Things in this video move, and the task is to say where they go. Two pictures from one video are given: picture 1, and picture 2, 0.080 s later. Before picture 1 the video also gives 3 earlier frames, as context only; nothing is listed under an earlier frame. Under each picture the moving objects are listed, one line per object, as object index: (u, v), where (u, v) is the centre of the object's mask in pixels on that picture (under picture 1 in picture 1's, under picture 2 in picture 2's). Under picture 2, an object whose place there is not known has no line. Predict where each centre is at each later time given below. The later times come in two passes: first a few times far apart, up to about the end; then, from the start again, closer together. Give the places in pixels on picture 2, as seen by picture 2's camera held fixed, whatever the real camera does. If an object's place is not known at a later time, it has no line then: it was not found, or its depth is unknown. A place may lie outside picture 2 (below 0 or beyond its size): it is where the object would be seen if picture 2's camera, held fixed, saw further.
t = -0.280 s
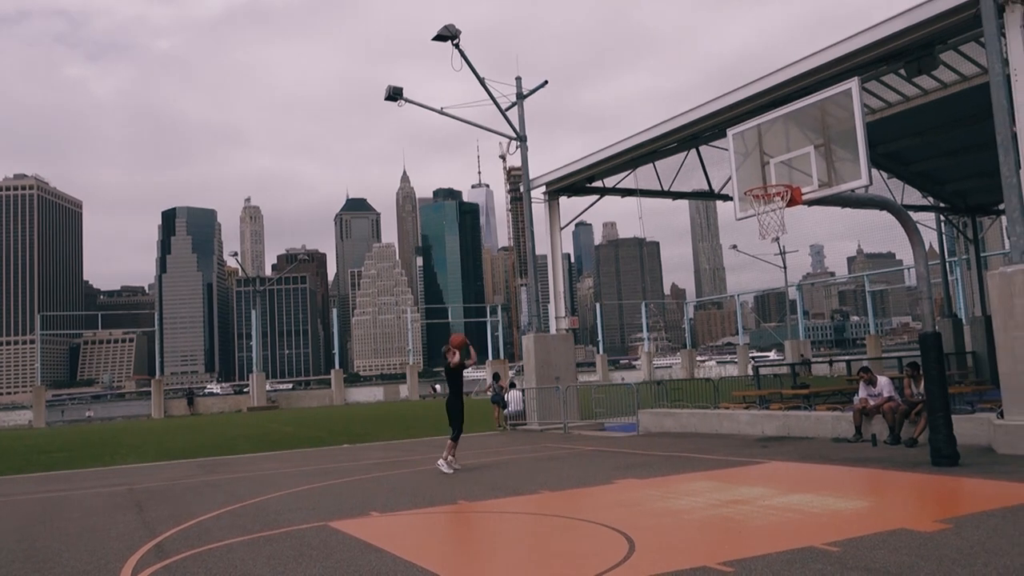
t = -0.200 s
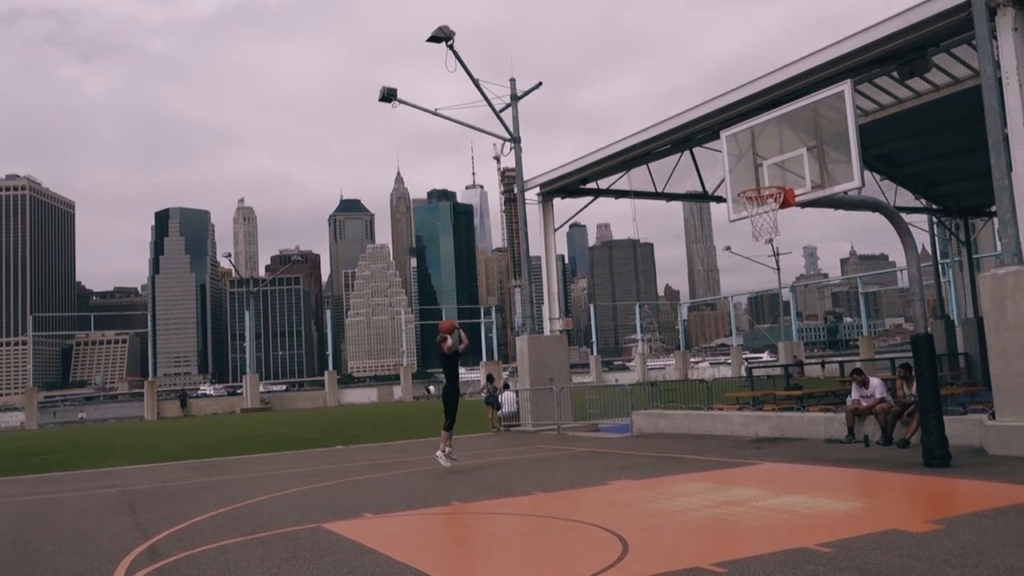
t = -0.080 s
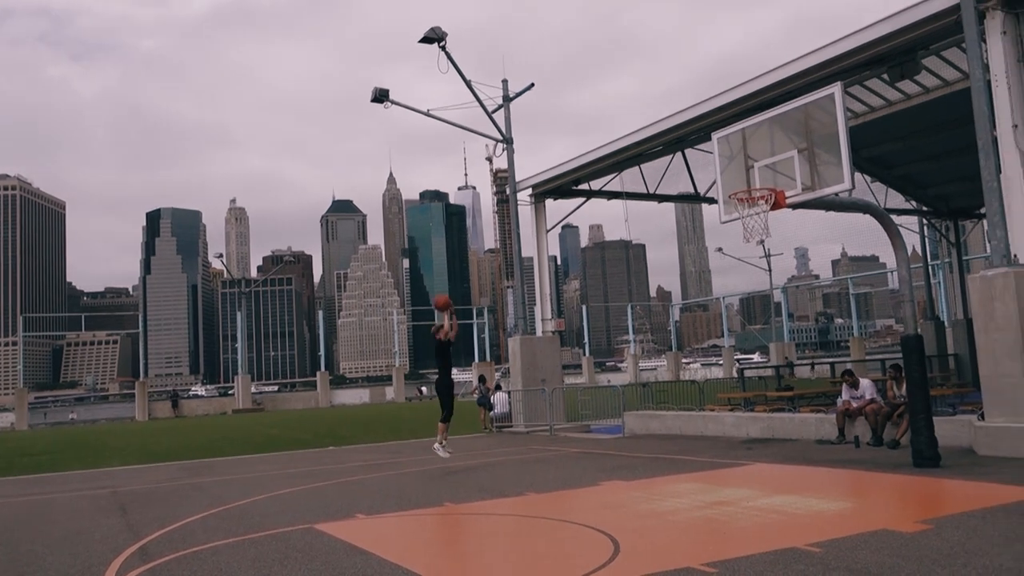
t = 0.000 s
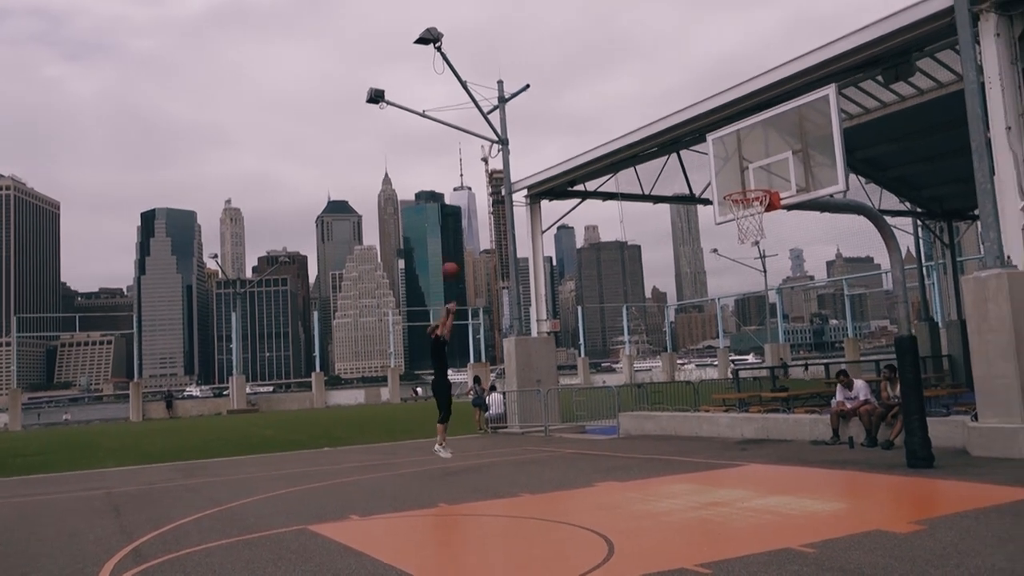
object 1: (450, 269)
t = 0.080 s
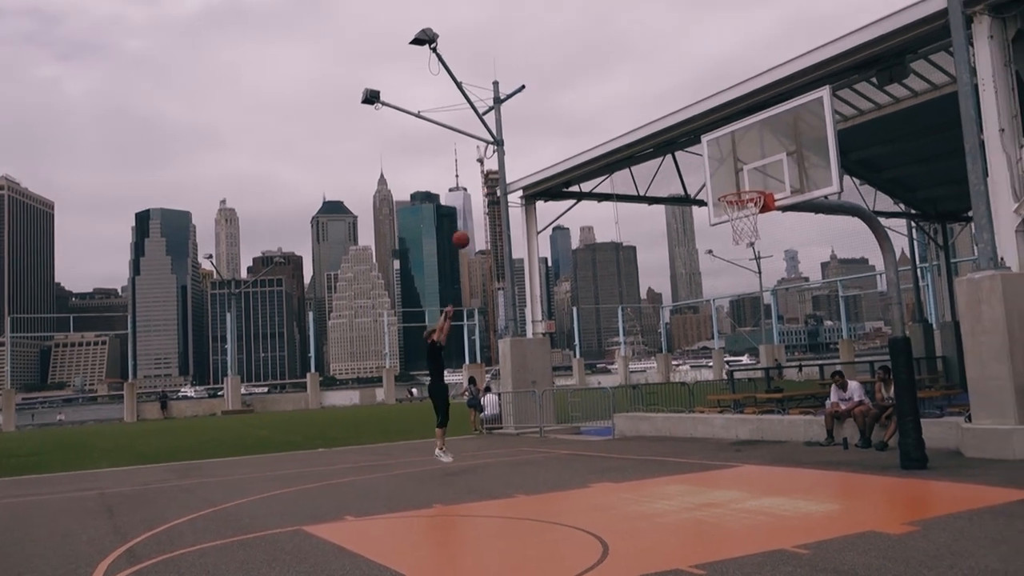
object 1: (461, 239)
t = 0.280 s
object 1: (503, 176)
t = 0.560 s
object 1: (575, 129)
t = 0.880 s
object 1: (677, 148)
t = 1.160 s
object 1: (751, 231)
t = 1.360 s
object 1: (752, 293)
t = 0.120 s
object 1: (469, 225)
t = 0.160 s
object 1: (477, 211)
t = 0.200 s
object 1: (486, 199)
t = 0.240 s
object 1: (494, 186)
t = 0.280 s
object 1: (503, 176)
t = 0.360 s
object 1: (522, 158)
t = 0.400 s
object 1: (532, 150)
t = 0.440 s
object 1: (543, 143)
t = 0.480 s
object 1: (553, 137)
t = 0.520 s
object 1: (564, 132)
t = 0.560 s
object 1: (575, 129)
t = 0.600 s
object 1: (586, 127)
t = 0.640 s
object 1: (598, 126)
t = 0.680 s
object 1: (610, 126)
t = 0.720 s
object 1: (622, 128)
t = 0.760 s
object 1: (636, 131)
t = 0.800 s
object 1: (649, 135)
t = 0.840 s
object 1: (662, 138)
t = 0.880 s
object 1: (677, 148)
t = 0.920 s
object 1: (692, 157)
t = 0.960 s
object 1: (707, 167)
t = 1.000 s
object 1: (722, 180)
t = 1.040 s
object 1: (739, 194)
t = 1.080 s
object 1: (746, 208)
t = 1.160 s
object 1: (751, 231)
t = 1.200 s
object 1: (751, 241)
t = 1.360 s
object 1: (752, 293)
